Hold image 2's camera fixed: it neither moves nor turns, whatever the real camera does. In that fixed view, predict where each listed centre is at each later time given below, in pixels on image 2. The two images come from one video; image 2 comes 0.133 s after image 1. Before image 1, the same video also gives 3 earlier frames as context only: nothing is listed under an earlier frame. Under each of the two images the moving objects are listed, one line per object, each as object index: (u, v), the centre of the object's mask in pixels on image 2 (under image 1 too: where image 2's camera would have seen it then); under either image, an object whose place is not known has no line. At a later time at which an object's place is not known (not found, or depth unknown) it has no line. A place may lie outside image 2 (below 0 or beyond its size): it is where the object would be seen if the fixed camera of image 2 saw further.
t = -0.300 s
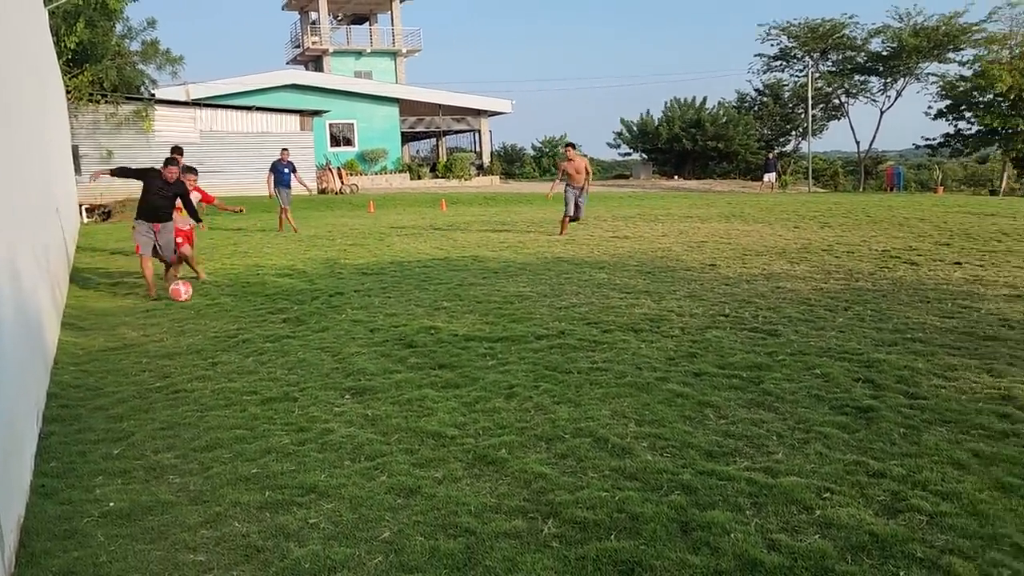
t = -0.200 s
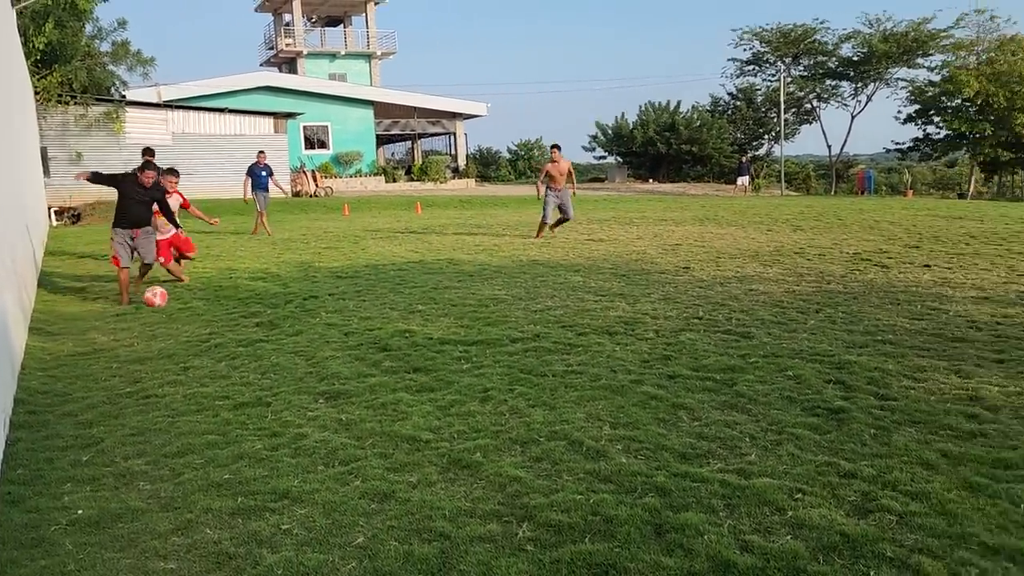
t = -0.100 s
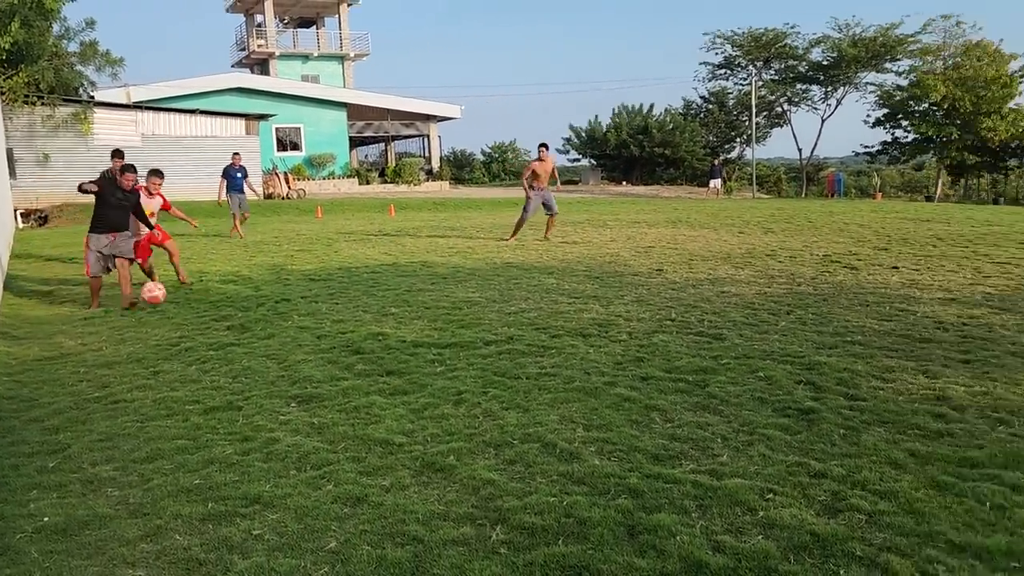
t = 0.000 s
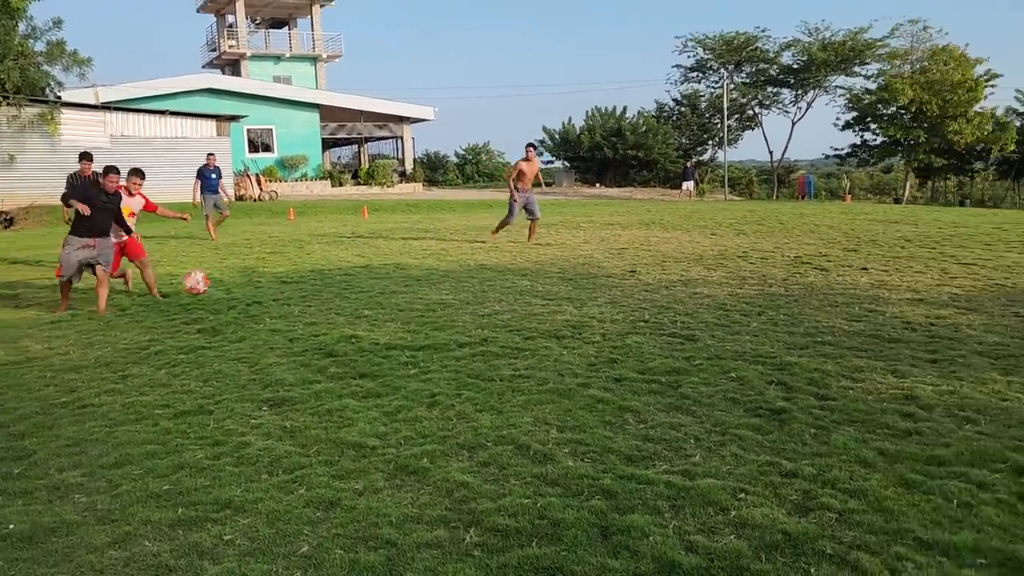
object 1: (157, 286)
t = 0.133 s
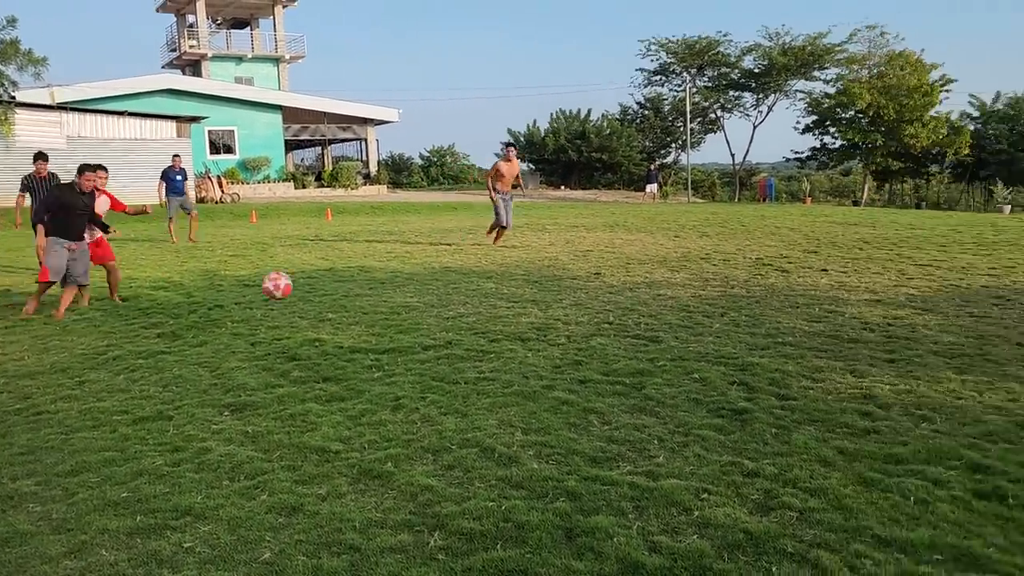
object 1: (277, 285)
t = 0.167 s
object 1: (311, 289)
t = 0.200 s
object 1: (348, 294)
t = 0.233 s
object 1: (387, 301)
